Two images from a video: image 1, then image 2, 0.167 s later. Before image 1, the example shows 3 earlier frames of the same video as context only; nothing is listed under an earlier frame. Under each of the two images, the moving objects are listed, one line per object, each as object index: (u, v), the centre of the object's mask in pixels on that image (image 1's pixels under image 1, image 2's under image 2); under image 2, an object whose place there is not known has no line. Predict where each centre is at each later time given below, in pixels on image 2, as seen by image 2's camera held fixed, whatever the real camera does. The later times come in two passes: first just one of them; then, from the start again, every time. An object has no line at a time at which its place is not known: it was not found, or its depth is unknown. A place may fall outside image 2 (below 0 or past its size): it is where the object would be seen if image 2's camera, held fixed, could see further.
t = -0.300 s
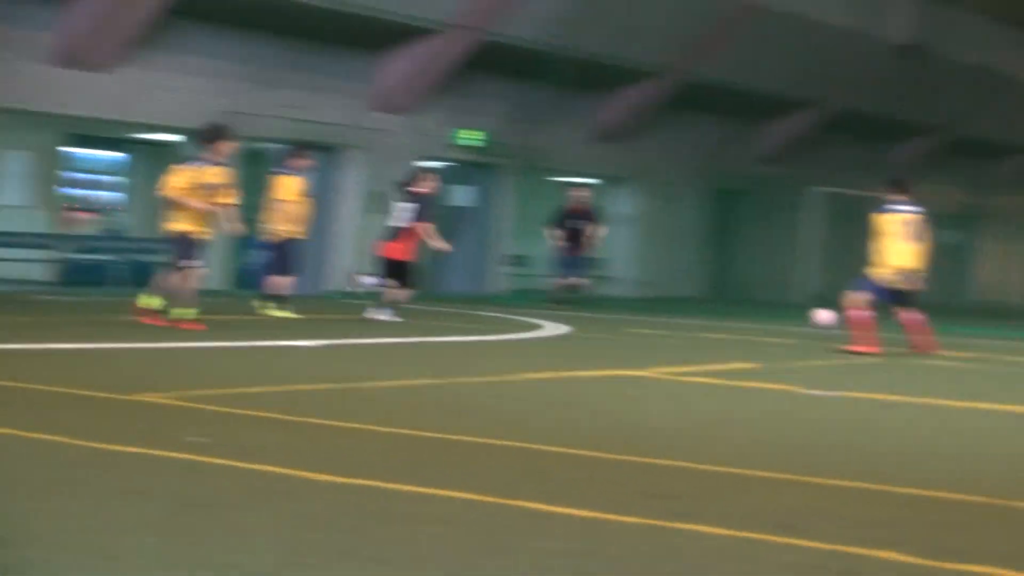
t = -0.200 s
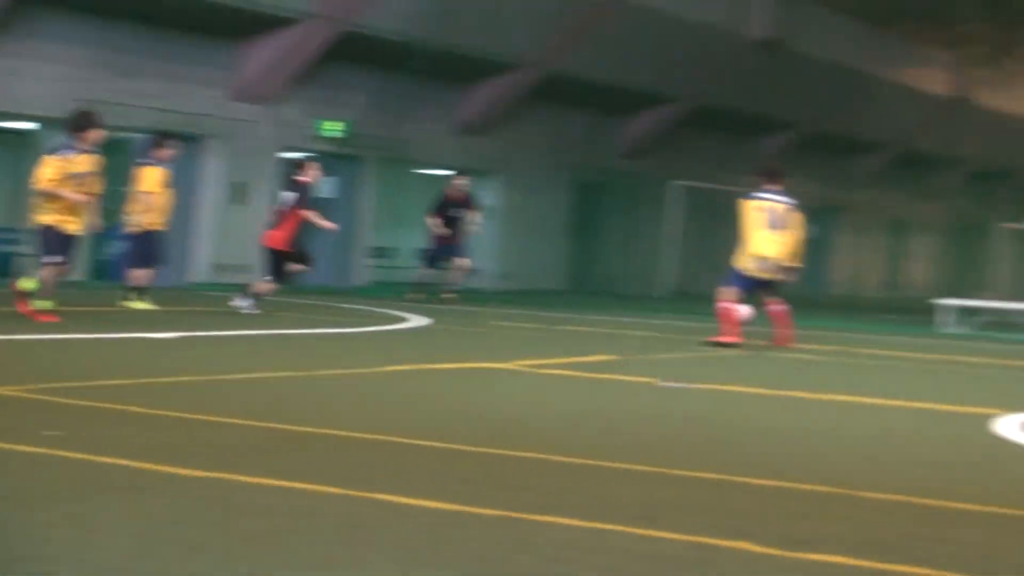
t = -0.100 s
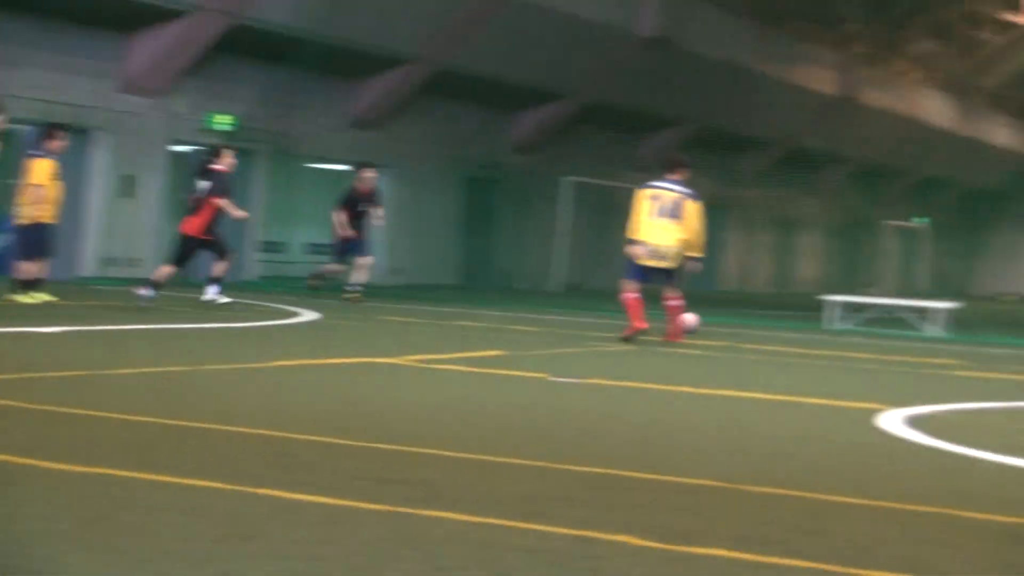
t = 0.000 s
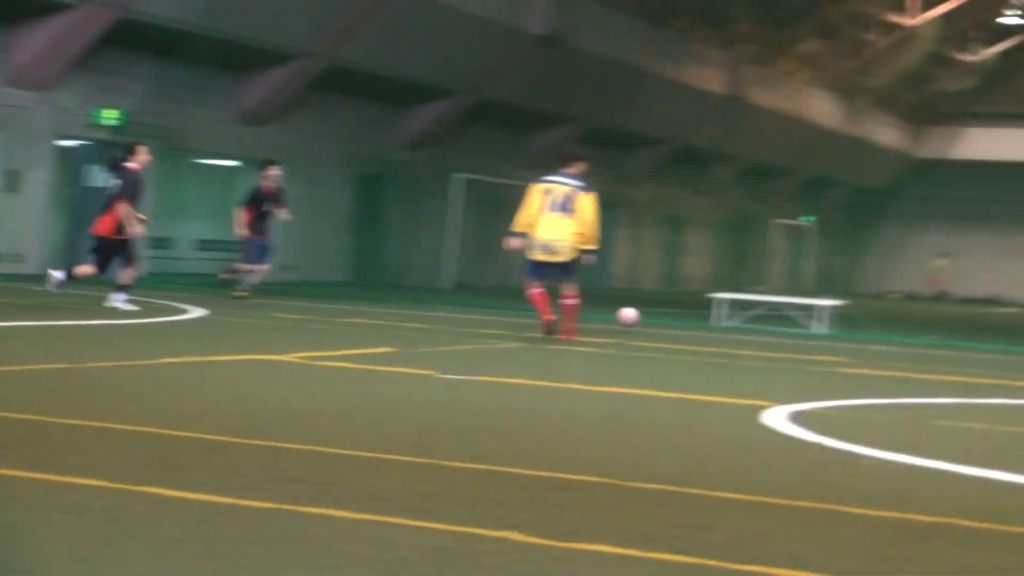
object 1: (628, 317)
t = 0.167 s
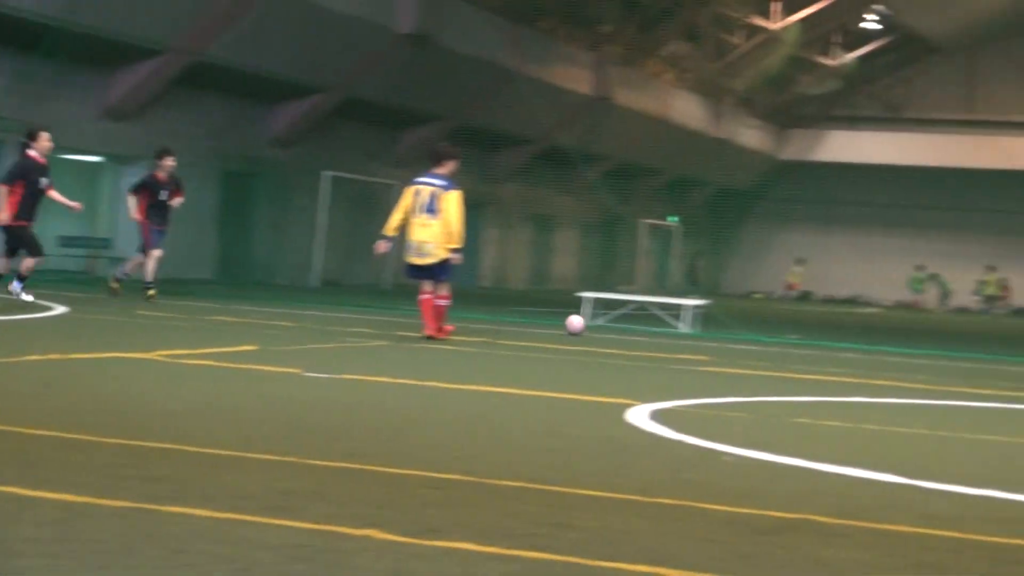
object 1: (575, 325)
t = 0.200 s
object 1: (590, 324)
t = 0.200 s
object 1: (590, 324)
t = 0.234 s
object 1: (605, 325)
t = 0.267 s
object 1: (620, 327)
